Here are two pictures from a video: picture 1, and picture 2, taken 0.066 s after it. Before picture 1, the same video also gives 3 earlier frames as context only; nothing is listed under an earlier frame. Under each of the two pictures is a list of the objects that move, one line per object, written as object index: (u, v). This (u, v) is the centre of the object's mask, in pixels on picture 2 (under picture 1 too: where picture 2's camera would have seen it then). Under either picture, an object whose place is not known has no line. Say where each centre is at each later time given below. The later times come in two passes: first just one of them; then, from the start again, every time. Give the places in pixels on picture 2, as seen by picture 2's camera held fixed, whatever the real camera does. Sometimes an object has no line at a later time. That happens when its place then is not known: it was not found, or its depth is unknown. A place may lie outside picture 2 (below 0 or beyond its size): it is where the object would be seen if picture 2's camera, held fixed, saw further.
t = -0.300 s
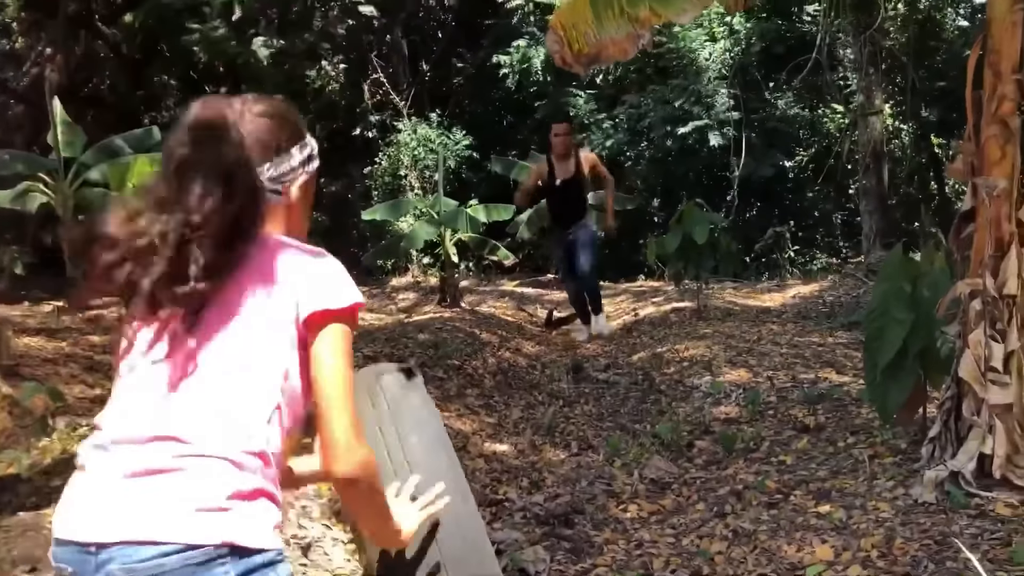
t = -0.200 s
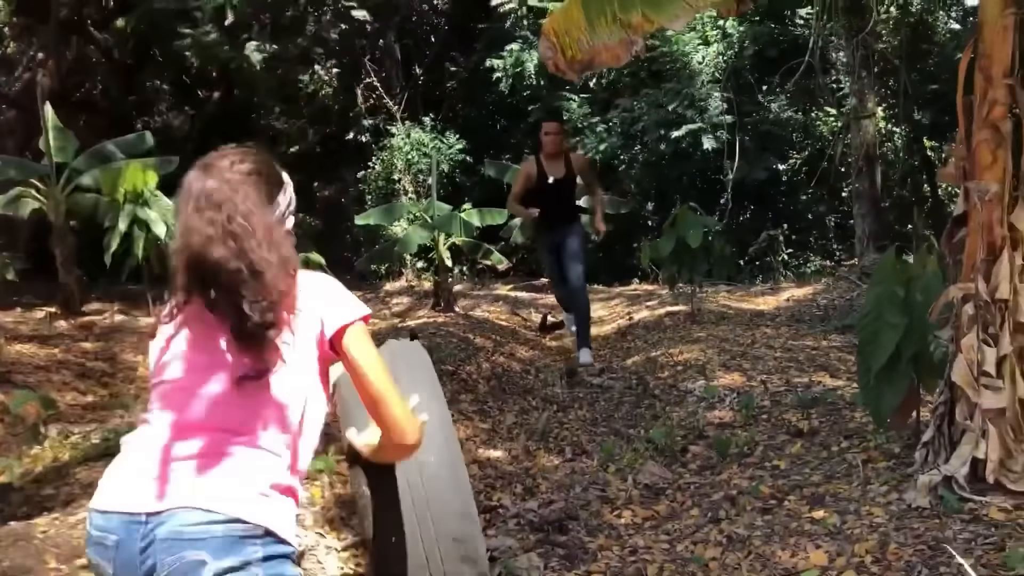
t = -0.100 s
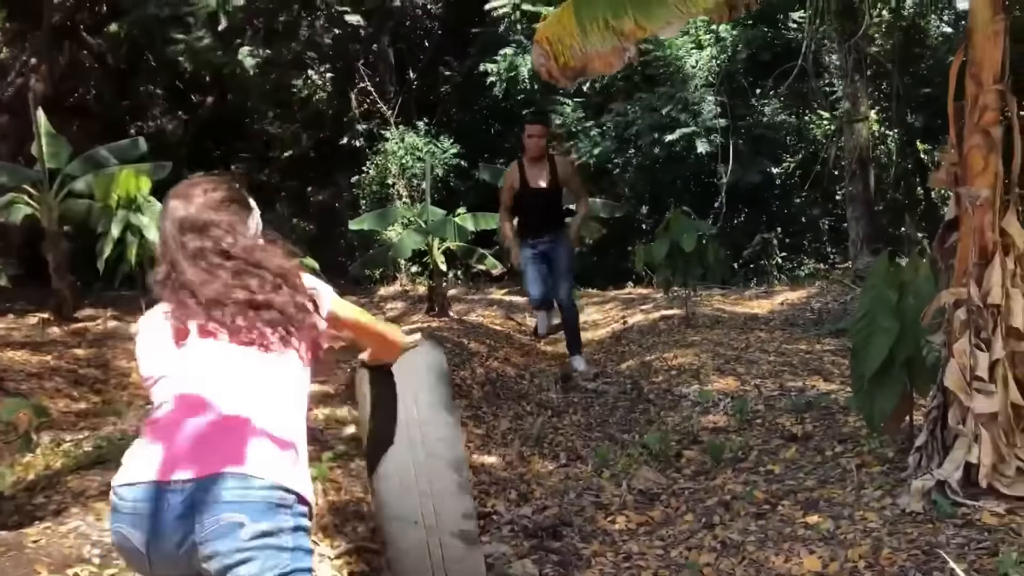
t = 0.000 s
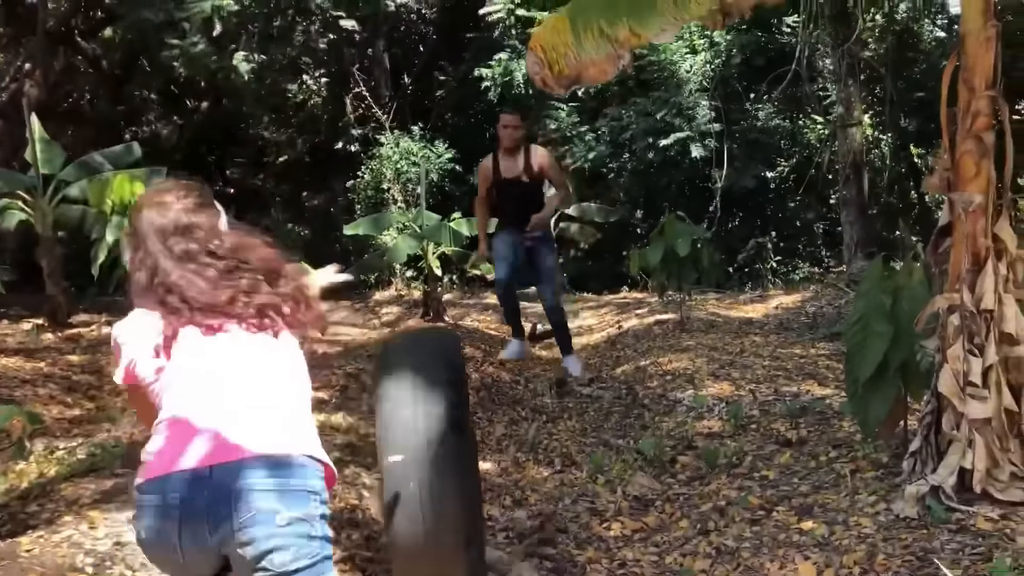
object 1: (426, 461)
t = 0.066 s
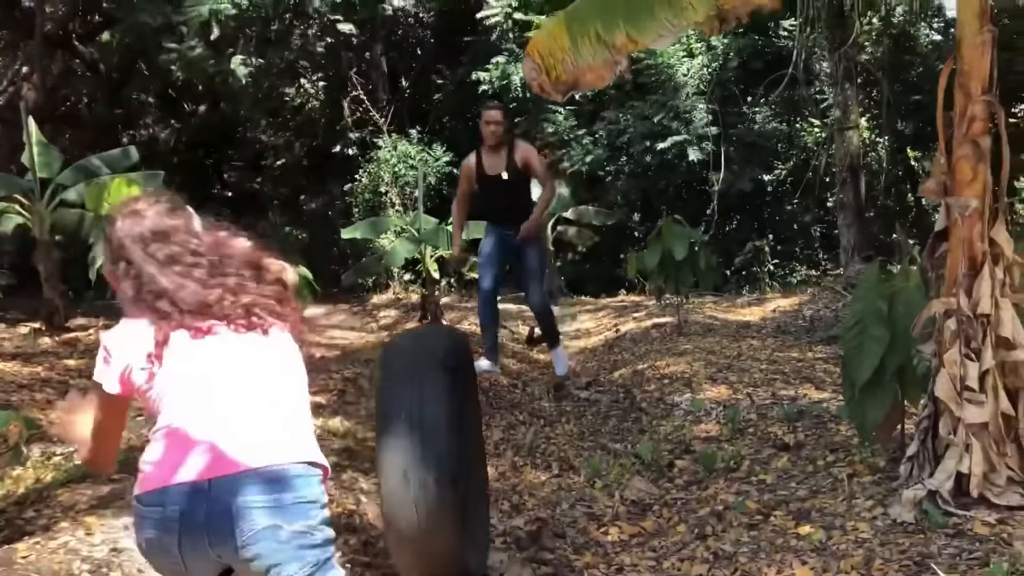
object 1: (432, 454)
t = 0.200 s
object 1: (444, 446)
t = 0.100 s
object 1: (435, 453)
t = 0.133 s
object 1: (438, 452)
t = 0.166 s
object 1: (441, 449)
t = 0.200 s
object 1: (444, 446)
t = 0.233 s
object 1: (446, 443)
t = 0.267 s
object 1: (449, 440)
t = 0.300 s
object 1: (450, 436)
